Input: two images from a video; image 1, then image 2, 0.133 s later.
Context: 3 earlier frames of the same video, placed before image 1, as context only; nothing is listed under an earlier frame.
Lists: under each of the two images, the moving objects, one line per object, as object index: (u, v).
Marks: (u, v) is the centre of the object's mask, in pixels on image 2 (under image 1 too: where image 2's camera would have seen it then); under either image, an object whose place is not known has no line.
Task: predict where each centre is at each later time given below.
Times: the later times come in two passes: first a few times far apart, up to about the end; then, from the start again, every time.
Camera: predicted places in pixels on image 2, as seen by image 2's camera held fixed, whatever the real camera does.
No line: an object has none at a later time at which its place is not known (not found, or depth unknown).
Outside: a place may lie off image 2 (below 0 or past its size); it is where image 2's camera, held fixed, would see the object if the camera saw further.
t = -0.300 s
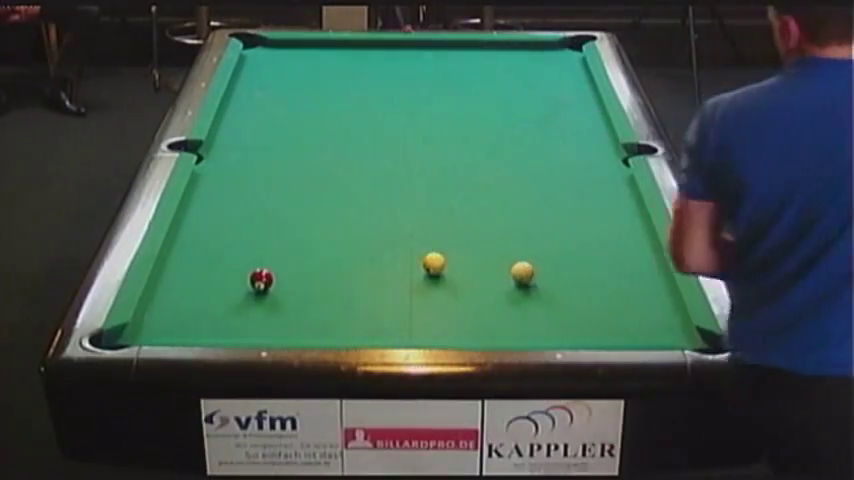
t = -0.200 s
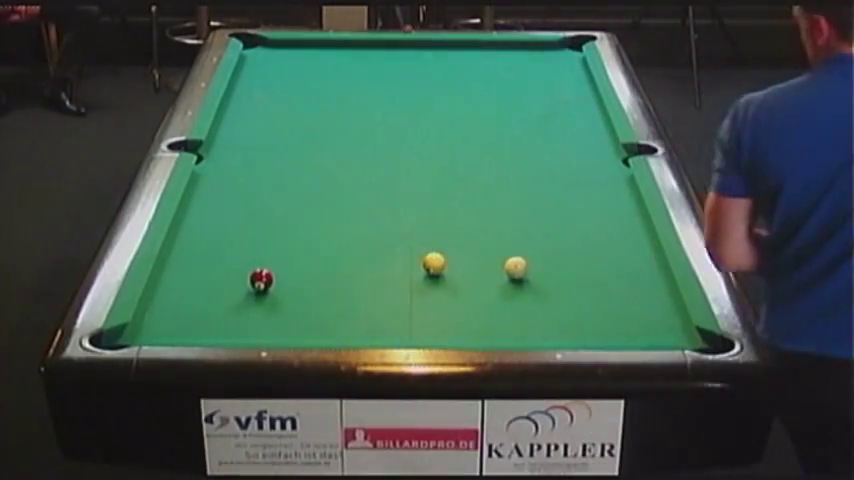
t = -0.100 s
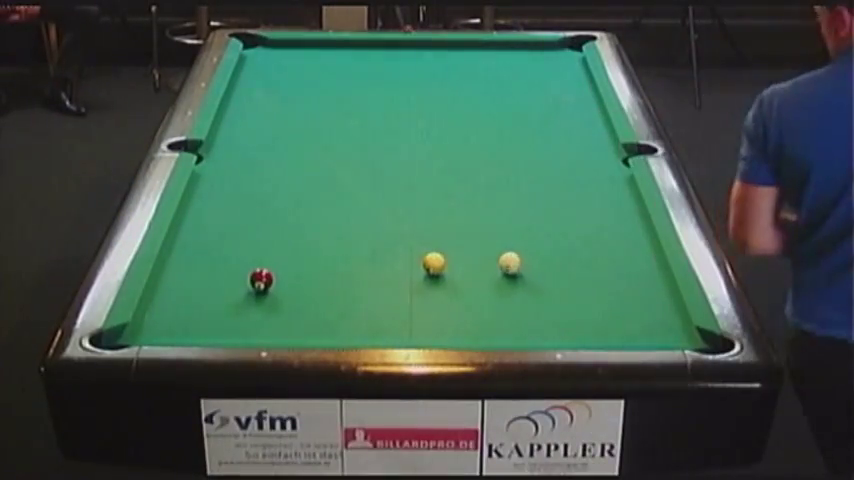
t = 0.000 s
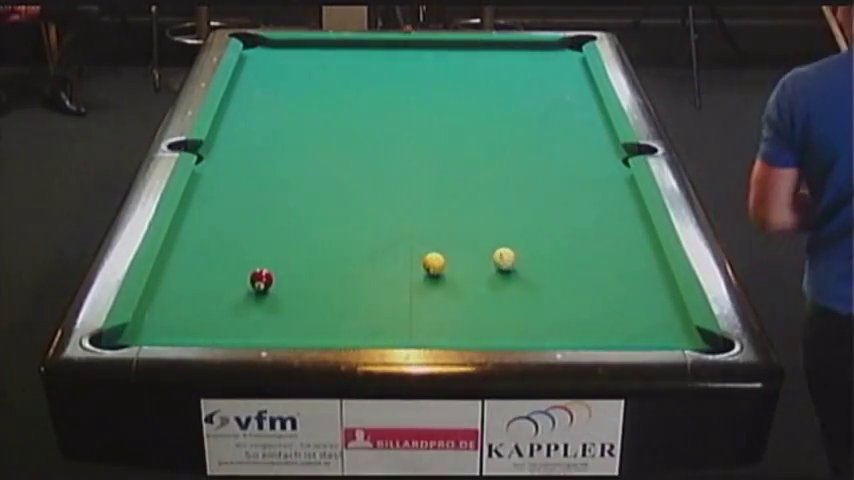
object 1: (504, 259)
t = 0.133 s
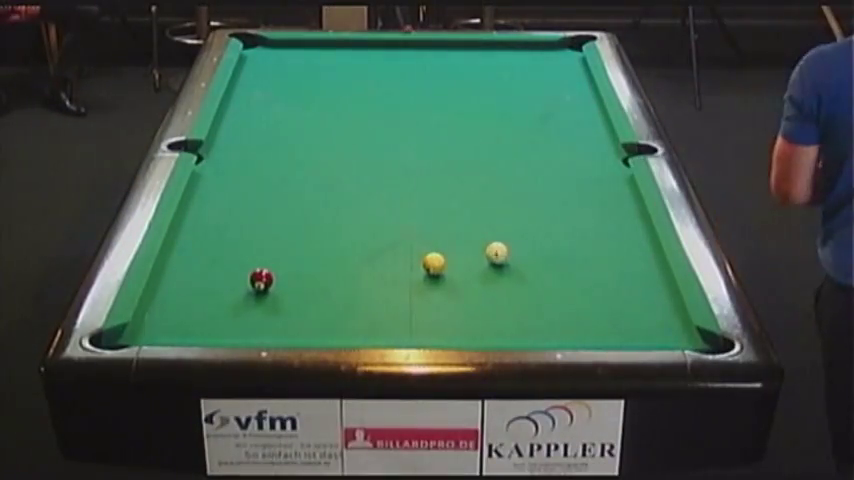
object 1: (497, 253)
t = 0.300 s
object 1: (488, 246)
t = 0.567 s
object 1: (475, 237)
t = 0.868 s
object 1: (462, 227)
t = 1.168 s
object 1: (450, 219)
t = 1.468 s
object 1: (441, 212)
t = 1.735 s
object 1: (434, 207)
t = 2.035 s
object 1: (427, 203)
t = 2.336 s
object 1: (421, 199)
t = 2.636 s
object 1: (417, 197)
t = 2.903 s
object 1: (414, 196)
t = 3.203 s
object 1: (412, 195)
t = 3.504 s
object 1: (413, 195)
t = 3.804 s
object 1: (413, 196)
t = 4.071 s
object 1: (413, 196)
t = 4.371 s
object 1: (413, 196)
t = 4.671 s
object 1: (413, 196)
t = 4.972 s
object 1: (414, 196)
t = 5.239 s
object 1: (413, 196)
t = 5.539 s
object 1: (413, 196)
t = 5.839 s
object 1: (414, 195)
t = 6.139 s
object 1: (413, 196)
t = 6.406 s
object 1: (413, 196)
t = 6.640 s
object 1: (414, 196)
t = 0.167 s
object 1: (495, 252)
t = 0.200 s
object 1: (493, 251)
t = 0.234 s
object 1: (491, 249)
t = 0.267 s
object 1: (489, 248)
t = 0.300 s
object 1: (488, 246)
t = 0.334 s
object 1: (486, 245)
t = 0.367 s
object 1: (485, 244)
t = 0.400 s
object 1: (483, 243)
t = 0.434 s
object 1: (481, 241)
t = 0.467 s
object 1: (479, 240)
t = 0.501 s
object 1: (478, 239)
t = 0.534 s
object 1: (477, 238)
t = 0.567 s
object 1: (475, 237)
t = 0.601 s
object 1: (473, 236)
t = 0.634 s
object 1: (472, 235)
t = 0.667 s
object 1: (470, 233)
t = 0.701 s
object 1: (469, 232)
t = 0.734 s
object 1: (467, 231)
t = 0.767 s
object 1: (466, 230)
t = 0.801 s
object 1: (465, 229)
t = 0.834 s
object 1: (463, 228)
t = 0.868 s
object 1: (462, 227)
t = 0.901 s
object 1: (460, 226)
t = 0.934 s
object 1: (459, 225)
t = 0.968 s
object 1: (458, 224)
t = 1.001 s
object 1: (456, 224)
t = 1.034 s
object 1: (455, 223)
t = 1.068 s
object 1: (454, 222)
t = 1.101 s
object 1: (453, 221)
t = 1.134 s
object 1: (451, 220)
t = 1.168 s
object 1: (450, 219)
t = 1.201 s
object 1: (449, 218)
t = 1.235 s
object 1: (448, 218)
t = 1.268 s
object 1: (447, 217)
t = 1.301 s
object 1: (446, 216)
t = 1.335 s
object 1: (445, 215)
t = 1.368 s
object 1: (444, 214)
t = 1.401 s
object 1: (443, 214)
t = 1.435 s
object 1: (442, 213)
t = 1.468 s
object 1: (441, 212)
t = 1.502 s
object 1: (440, 212)
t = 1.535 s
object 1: (439, 211)
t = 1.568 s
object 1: (438, 210)
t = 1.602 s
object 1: (437, 210)
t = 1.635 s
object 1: (436, 209)
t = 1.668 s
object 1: (435, 208)
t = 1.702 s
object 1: (435, 208)
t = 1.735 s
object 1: (434, 207)
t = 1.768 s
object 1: (433, 207)
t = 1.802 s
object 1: (432, 206)
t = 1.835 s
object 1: (431, 206)
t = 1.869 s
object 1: (431, 205)
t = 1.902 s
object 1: (430, 204)
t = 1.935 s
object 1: (429, 204)
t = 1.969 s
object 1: (428, 203)
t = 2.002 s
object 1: (428, 203)
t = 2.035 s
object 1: (427, 203)
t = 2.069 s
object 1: (426, 202)
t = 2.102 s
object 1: (425, 201)
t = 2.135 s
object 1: (425, 201)
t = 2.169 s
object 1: (424, 201)
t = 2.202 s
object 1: (423, 201)
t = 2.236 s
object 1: (423, 200)
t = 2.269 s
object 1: (422, 200)
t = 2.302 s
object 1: (422, 199)
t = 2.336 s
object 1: (421, 199)
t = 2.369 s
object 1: (421, 199)
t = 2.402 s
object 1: (420, 199)
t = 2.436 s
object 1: (420, 198)
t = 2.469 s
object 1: (419, 198)
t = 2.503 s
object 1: (419, 198)
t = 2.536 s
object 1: (418, 197)
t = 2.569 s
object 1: (418, 197)
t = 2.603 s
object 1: (417, 197)
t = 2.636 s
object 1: (417, 197)
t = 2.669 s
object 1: (417, 197)
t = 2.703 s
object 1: (416, 196)
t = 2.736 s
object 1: (416, 196)
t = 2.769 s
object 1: (415, 196)
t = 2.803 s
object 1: (415, 196)
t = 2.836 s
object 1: (415, 196)
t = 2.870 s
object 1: (414, 196)
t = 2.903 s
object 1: (414, 196)
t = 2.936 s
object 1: (414, 195)
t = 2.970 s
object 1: (413, 195)
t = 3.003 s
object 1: (413, 195)
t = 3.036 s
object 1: (413, 195)
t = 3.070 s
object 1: (413, 195)
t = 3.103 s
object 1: (412, 195)
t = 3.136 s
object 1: (413, 195)
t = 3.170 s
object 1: (412, 195)
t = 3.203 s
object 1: (412, 195)
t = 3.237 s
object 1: (413, 195)
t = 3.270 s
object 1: (413, 195)
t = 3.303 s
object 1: (413, 195)
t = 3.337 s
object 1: (412, 195)
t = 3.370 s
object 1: (413, 195)
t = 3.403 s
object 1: (413, 195)
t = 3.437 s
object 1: (413, 195)
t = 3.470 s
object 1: (413, 195)
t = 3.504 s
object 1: (413, 195)
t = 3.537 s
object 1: (413, 195)
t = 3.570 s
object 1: (413, 196)
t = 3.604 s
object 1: (413, 195)
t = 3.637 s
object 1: (413, 196)
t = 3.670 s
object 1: (413, 196)
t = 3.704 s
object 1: (413, 196)
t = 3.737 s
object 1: (413, 196)
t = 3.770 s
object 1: (413, 196)
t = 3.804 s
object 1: (413, 196)
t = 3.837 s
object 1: (413, 196)
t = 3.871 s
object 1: (413, 196)
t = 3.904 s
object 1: (413, 196)
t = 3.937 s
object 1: (413, 196)
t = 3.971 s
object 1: (413, 196)
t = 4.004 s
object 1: (413, 196)
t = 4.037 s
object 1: (413, 196)
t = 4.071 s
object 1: (413, 196)
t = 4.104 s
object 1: (413, 196)
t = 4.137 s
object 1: (413, 196)
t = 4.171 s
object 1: (413, 196)
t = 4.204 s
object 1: (413, 196)
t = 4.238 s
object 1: (413, 196)
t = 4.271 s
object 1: (413, 196)
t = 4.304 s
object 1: (413, 196)
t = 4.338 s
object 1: (413, 196)
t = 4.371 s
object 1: (413, 196)
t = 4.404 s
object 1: (413, 196)
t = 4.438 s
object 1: (413, 196)
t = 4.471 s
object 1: (413, 196)
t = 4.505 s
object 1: (413, 196)
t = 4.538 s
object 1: (413, 196)
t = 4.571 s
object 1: (413, 196)
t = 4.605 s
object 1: (413, 196)
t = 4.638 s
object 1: (413, 196)
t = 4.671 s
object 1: (413, 196)
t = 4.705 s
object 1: (413, 196)
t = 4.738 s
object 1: (413, 196)
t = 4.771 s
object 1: (414, 196)
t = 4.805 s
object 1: (414, 196)
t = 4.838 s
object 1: (414, 196)
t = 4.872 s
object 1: (414, 196)
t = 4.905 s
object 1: (414, 195)
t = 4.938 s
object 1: (413, 196)
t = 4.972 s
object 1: (414, 196)
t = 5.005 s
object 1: (414, 196)
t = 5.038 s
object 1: (414, 196)
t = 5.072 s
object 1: (413, 196)
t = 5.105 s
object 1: (413, 196)
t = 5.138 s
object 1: (413, 196)
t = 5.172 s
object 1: (413, 196)
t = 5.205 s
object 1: (413, 196)
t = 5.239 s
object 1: (413, 196)
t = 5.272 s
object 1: (413, 196)
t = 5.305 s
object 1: (414, 196)
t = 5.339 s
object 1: (413, 196)
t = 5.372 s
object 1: (413, 196)
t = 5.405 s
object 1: (413, 196)
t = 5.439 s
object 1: (413, 196)
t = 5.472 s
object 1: (413, 196)
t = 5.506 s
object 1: (414, 196)
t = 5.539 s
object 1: (413, 196)
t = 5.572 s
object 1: (413, 196)
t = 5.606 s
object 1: (413, 196)
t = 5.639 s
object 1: (414, 196)
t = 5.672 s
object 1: (414, 196)
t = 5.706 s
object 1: (414, 196)
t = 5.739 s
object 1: (414, 196)
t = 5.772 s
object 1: (414, 195)
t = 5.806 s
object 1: (414, 195)
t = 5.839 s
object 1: (414, 195)
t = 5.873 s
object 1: (414, 195)
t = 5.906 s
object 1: (414, 196)
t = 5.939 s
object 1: (413, 196)
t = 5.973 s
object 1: (414, 196)
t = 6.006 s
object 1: (414, 196)
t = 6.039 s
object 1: (414, 196)
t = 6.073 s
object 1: (414, 196)
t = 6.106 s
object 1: (413, 196)
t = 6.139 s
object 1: (413, 196)
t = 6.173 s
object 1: (413, 196)
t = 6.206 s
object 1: (413, 196)
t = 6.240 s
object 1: (413, 196)
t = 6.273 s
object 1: (414, 196)
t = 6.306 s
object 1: (413, 196)
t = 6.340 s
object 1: (414, 196)
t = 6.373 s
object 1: (414, 195)
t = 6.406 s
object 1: (413, 196)
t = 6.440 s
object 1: (413, 196)
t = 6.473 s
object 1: (414, 196)
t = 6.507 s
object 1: (414, 196)
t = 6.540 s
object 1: (414, 196)
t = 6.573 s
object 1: (414, 196)
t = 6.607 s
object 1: (414, 196)
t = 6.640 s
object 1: (414, 196)
